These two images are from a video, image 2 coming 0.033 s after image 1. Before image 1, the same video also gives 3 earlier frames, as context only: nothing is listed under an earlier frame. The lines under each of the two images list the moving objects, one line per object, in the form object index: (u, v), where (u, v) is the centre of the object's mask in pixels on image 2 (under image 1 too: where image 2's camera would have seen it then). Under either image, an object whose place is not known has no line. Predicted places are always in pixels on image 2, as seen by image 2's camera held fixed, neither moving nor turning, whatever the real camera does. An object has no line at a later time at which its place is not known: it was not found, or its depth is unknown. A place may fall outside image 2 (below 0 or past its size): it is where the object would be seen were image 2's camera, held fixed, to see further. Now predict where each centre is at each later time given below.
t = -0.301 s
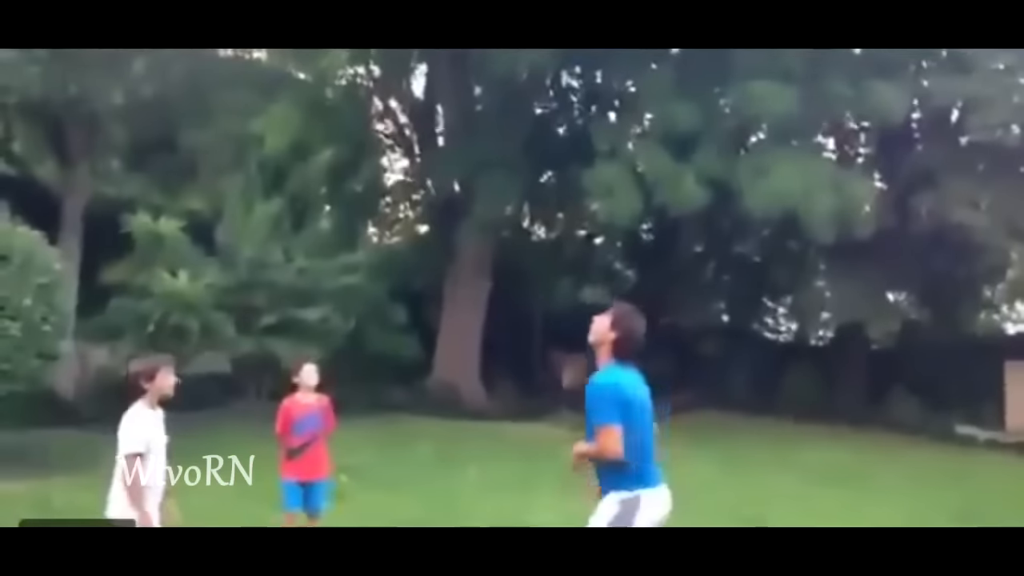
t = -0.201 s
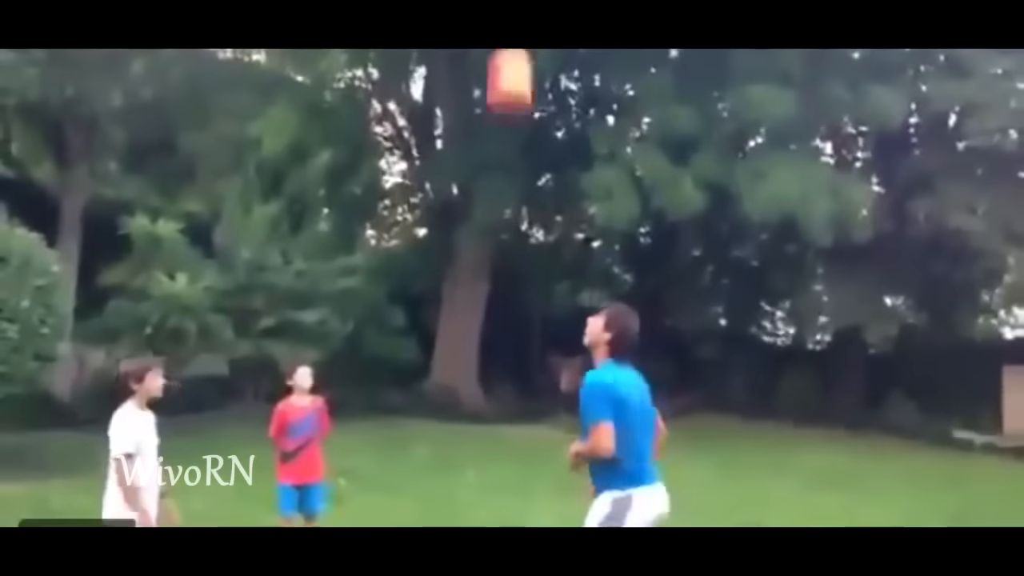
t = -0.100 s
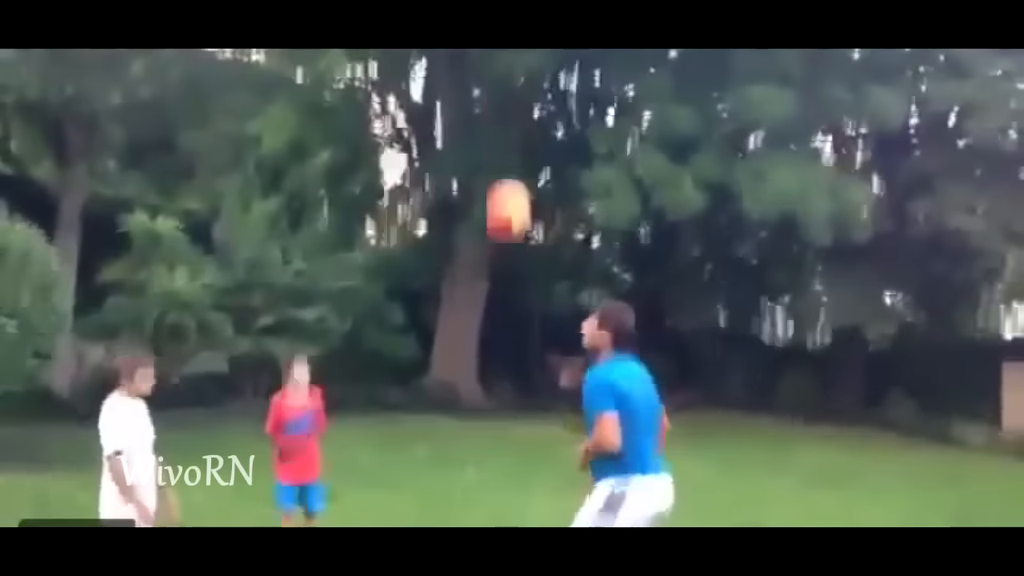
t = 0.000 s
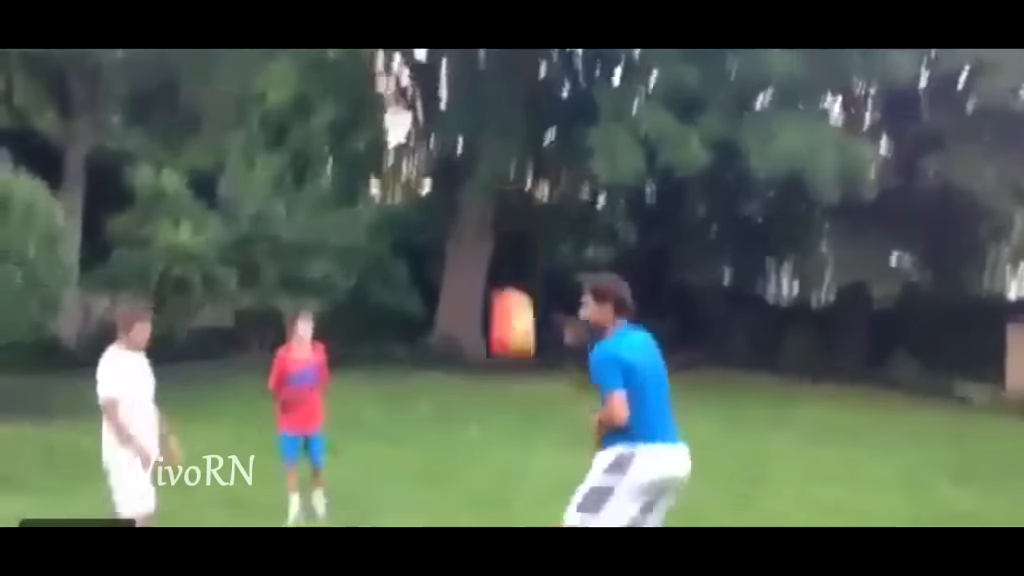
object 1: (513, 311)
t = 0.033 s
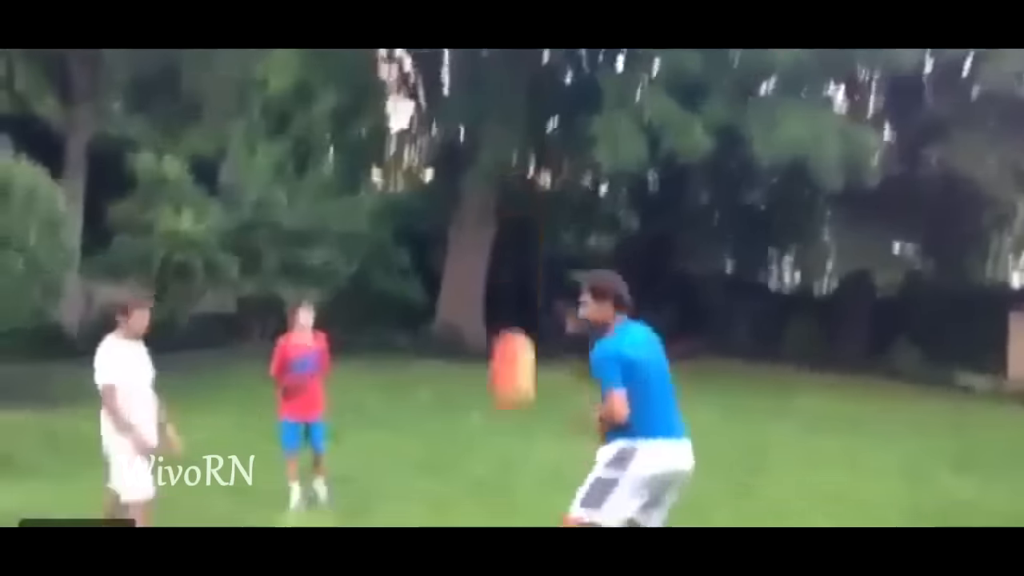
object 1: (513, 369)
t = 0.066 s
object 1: (512, 431)
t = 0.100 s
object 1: (512, 497)
